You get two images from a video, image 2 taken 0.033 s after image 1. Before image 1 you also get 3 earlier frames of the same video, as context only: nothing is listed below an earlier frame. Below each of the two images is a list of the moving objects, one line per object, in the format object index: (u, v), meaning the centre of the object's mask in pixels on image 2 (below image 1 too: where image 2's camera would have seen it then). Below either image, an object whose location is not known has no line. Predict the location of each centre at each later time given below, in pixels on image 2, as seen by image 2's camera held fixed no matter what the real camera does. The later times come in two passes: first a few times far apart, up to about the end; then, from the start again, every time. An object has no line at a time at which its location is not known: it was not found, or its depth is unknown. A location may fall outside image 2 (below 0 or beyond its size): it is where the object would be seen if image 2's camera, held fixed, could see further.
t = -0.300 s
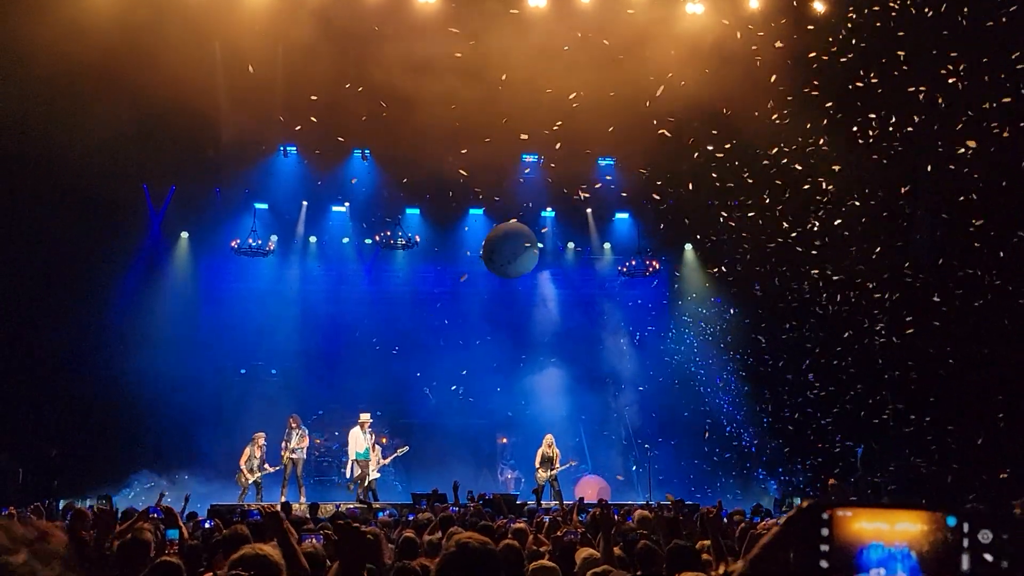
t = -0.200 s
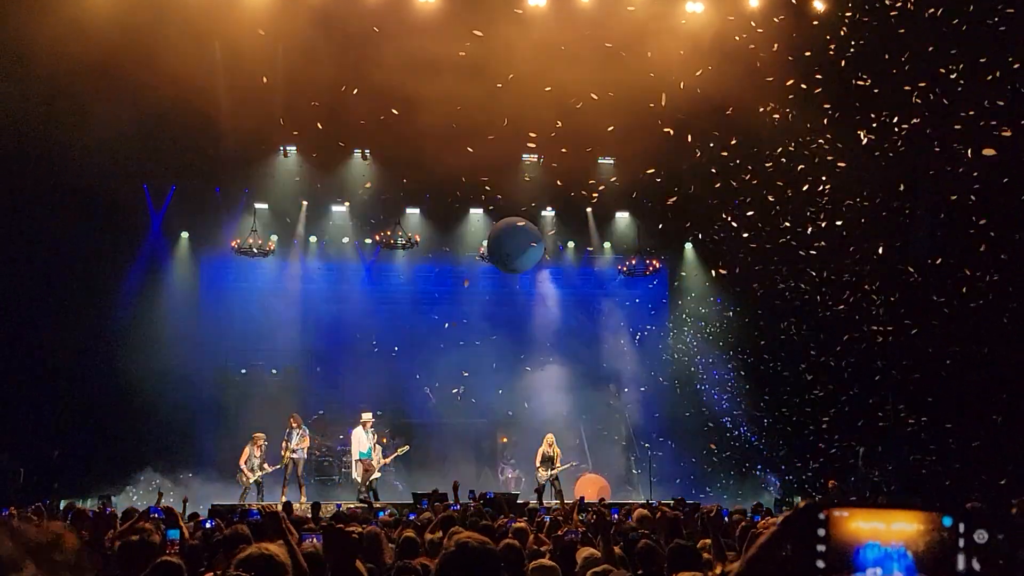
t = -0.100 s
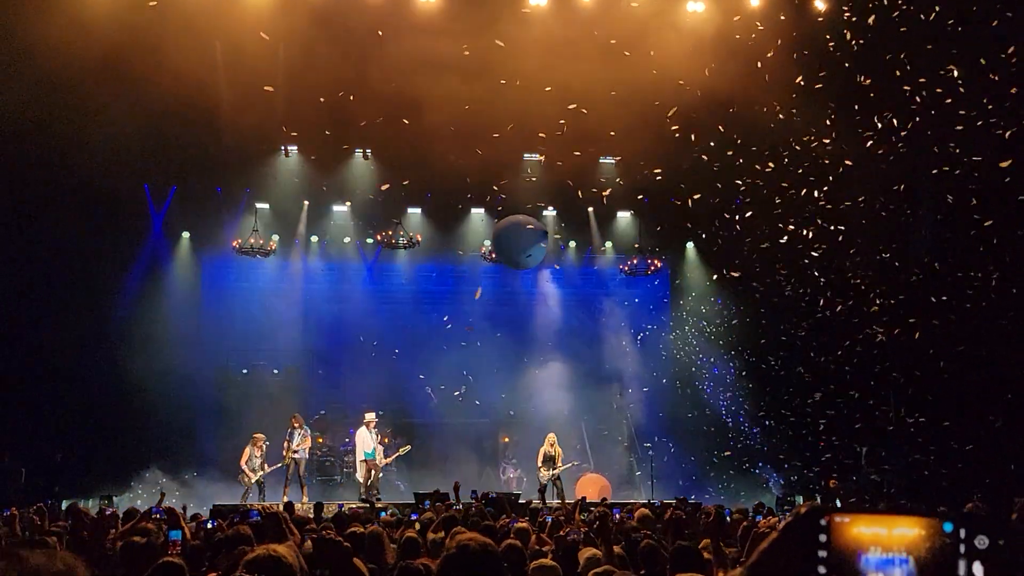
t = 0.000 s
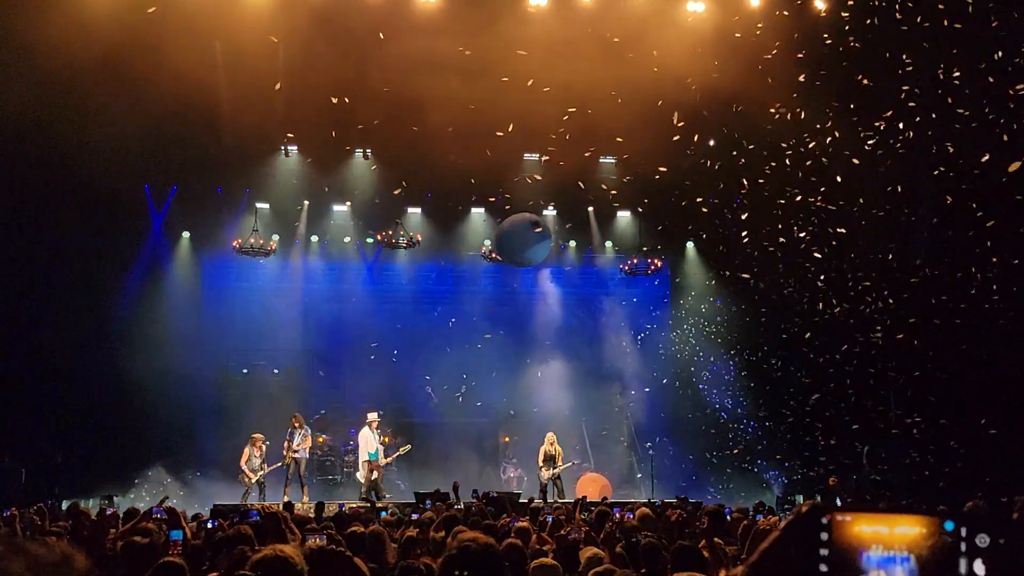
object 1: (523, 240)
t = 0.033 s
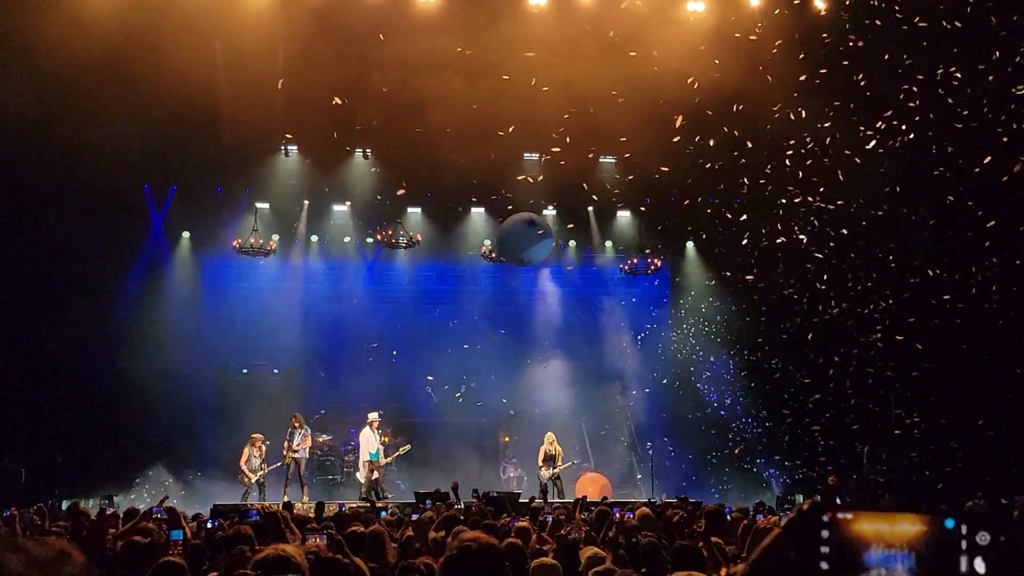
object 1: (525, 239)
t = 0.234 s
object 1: (533, 240)
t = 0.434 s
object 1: (544, 245)
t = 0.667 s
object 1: (558, 254)
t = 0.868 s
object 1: (570, 266)
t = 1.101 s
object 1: (582, 283)
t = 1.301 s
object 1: (591, 302)
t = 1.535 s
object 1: (601, 333)
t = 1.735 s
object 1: (611, 360)
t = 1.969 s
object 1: (623, 395)
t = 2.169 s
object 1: (632, 428)
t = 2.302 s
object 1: (638, 451)
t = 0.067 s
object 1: (526, 239)
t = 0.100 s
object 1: (528, 239)
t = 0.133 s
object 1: (529, 239)
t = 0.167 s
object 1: (531, 239)
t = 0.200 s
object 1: (532, 239)
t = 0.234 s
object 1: (533, 240)
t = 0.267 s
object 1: (535, 240)
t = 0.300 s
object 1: (537, 241)
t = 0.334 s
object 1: (539, 242)
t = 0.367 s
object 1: (540, 243)
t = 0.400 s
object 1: (542, 244)
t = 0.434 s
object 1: (544, 245)
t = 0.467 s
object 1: (546, 246)
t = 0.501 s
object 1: (548, 247)
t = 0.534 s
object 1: (550, 248)
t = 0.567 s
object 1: (552, 249)
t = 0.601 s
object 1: (554, 251)
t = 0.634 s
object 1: (556, 252)
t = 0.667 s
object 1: (558, 254)
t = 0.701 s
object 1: (560, 256)
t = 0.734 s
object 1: (562, 258)
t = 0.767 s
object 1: (564, 260)
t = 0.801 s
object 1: (566, 262)
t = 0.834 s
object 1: (568, 264)
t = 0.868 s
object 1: (570, 266)
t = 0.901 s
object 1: (571, 268)
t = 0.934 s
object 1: (573, 270)
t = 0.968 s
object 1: (575, 273)
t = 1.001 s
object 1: (578, 275)
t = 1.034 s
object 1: (579, 278)
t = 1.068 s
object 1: (581, 280)
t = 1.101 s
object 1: (582, 283)
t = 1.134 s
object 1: (584, 286)
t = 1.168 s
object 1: (585, 289)
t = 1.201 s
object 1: (586, 292)
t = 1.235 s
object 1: (588, 295)
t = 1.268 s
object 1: (590, 299)
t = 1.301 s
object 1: (591, 302)
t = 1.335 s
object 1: (592, 307)
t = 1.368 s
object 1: (594, 310)
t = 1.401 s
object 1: (595, 315)
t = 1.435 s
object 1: (597, 319)
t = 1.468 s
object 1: (598, 324)
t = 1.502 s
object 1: (599, 328)
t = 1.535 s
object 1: (601, 333)
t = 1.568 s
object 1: (602, 337)
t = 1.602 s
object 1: (604, 341)
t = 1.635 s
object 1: (606, 346)
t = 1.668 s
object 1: (607, 351)
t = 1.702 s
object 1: (609, 355)
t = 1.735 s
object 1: (611, 360)
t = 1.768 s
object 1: (613, 365)
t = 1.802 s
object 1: (615, 370)
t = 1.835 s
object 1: (616, 375)
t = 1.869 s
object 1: (618, 380)
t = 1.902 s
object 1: (620, 385)
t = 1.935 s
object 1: (621, 390)
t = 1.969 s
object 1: (623, 395)
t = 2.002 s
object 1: (624, 400)
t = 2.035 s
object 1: (626, 406)
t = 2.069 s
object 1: (627, 411)
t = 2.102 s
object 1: (629, 417)
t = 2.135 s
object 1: (630, 422)
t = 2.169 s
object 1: (632, 428)
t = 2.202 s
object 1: (633, 434)
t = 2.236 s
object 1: (634, 440)
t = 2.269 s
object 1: (636, 446)
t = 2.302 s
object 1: (638, 451)
